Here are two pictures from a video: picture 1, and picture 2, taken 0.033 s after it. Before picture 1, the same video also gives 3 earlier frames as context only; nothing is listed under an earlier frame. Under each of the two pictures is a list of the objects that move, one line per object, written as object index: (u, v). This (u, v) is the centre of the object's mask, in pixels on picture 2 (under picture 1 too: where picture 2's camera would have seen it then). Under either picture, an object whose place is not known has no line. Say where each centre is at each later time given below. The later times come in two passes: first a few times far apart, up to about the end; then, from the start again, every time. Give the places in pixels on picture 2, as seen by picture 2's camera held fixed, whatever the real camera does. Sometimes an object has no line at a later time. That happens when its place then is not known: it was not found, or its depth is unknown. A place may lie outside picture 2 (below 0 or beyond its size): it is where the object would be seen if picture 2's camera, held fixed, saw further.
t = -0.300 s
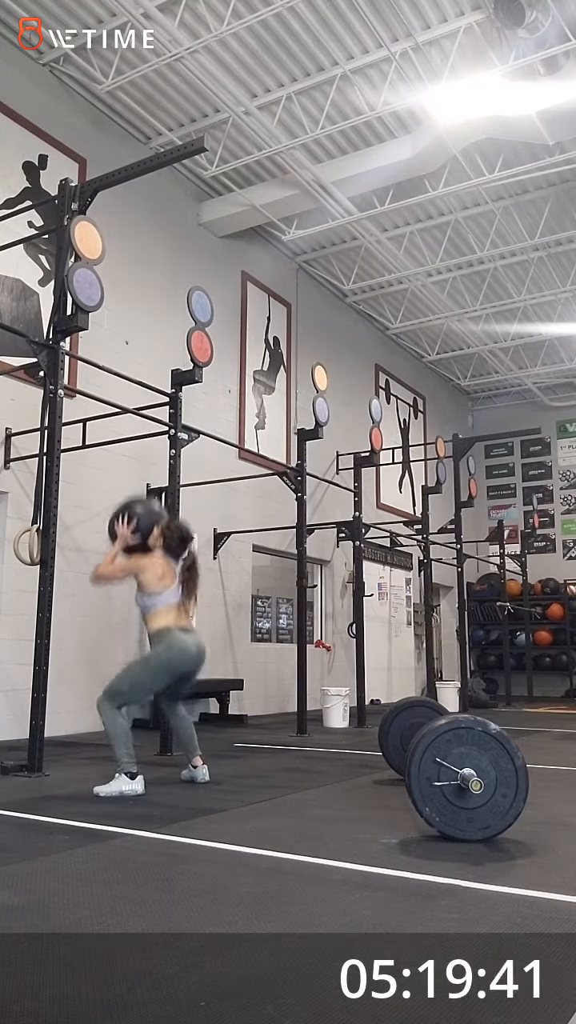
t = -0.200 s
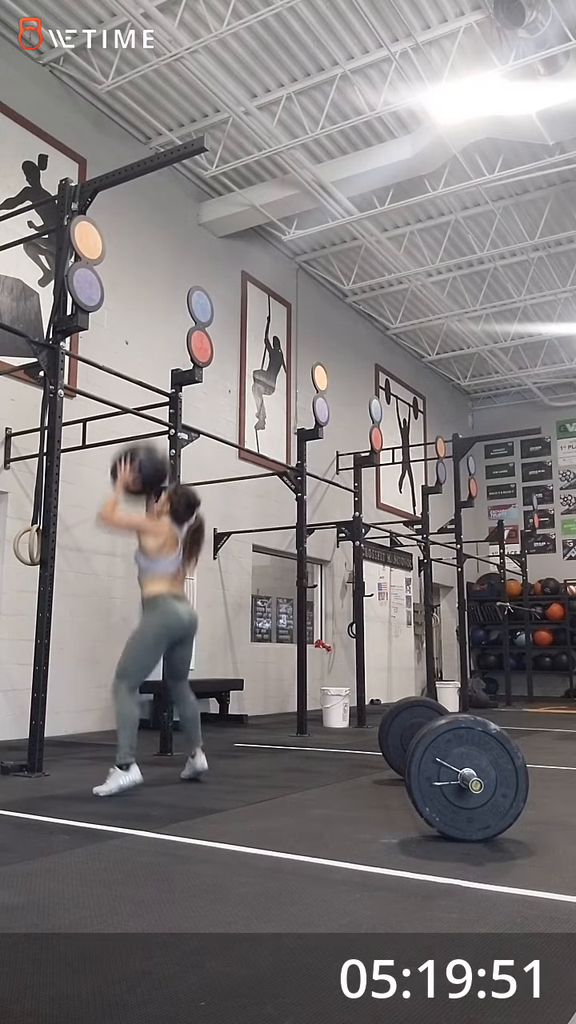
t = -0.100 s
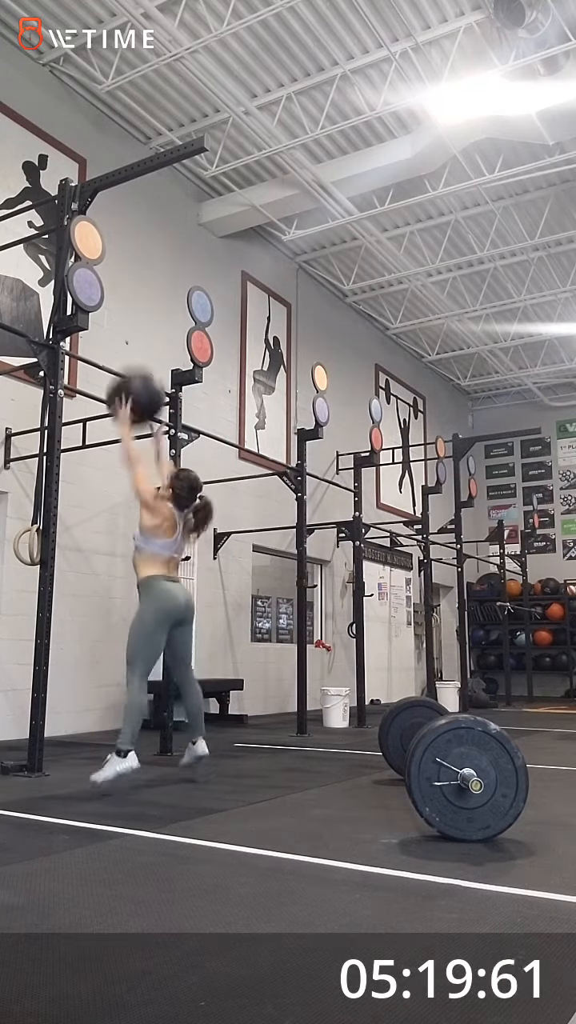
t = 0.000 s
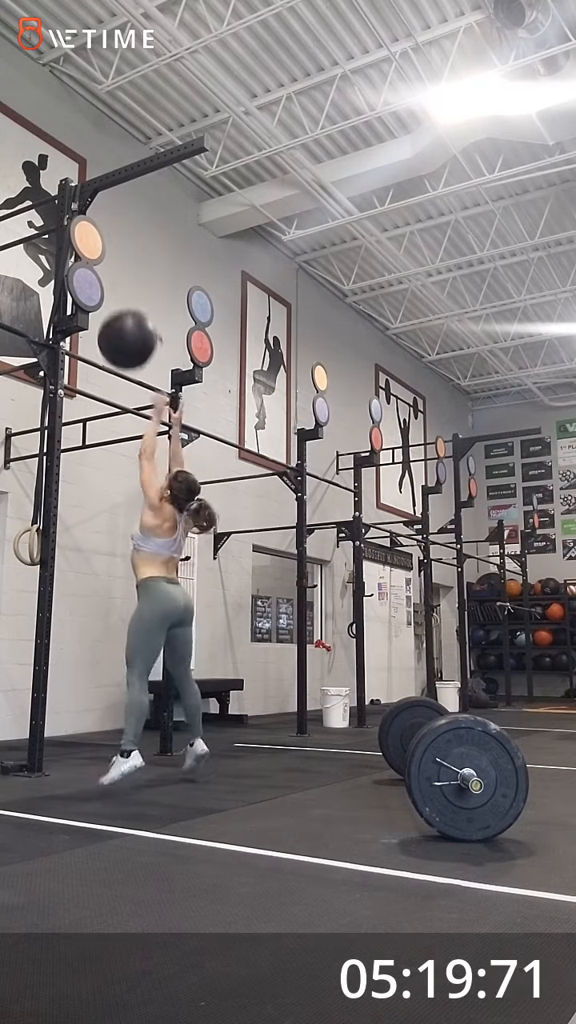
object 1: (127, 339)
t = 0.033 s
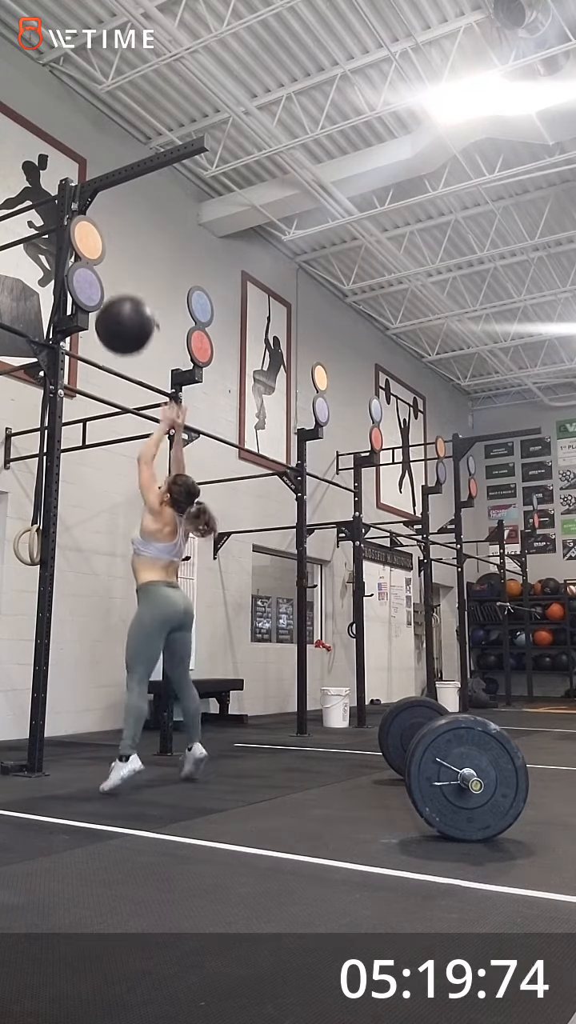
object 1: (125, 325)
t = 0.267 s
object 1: (108, 273)
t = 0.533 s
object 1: (120, 307)
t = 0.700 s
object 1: (125, 384)
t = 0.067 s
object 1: (122, 313)
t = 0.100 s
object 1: (120, 301)
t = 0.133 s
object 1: (117, 292)
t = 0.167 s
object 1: (114, 284)
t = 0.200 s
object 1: (111, 279)
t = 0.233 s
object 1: (108, 275)
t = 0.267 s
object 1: (108, 273)
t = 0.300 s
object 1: (110, 271)
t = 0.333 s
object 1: (111, 271)
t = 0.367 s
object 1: (113, 273)
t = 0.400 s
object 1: (115, 276)
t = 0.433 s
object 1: (116, 281)
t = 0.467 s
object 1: (118, 288)
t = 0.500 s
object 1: (119, 296)
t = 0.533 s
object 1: (120, 307)
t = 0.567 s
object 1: (121, 319)
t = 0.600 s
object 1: (122, 332)
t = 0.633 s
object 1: (123, 348)
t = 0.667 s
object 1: (124, 365)
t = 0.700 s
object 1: (125, 384)
